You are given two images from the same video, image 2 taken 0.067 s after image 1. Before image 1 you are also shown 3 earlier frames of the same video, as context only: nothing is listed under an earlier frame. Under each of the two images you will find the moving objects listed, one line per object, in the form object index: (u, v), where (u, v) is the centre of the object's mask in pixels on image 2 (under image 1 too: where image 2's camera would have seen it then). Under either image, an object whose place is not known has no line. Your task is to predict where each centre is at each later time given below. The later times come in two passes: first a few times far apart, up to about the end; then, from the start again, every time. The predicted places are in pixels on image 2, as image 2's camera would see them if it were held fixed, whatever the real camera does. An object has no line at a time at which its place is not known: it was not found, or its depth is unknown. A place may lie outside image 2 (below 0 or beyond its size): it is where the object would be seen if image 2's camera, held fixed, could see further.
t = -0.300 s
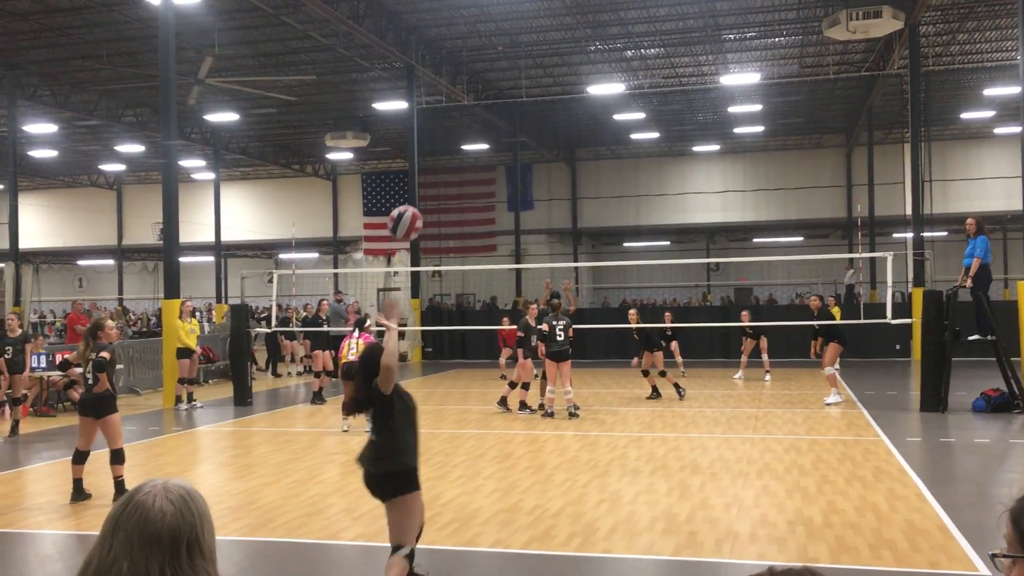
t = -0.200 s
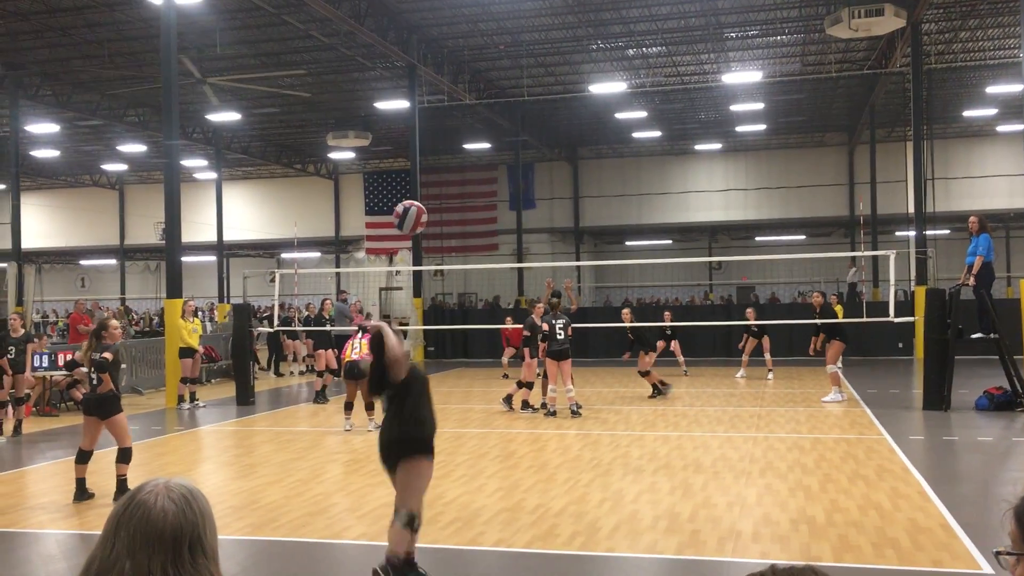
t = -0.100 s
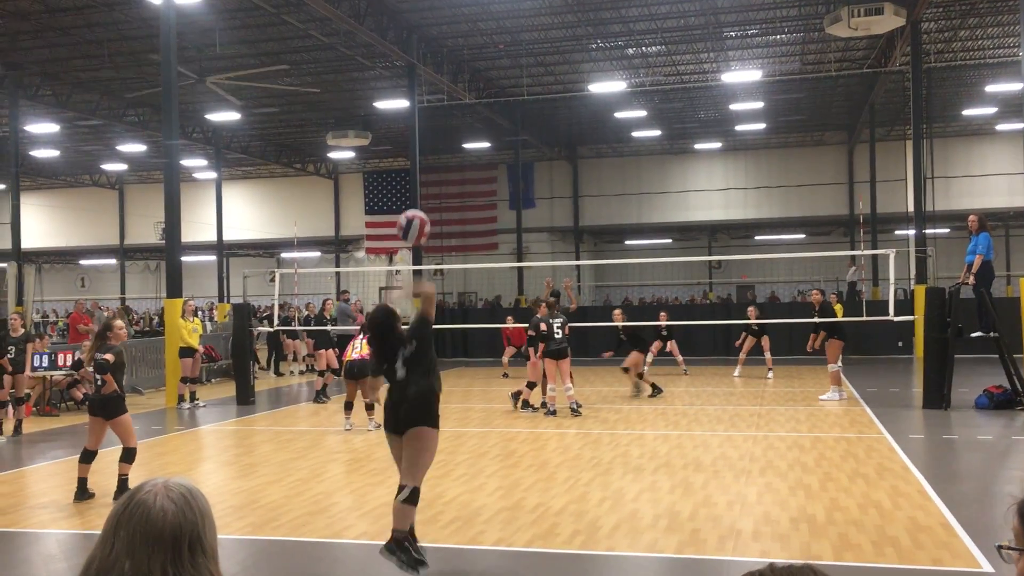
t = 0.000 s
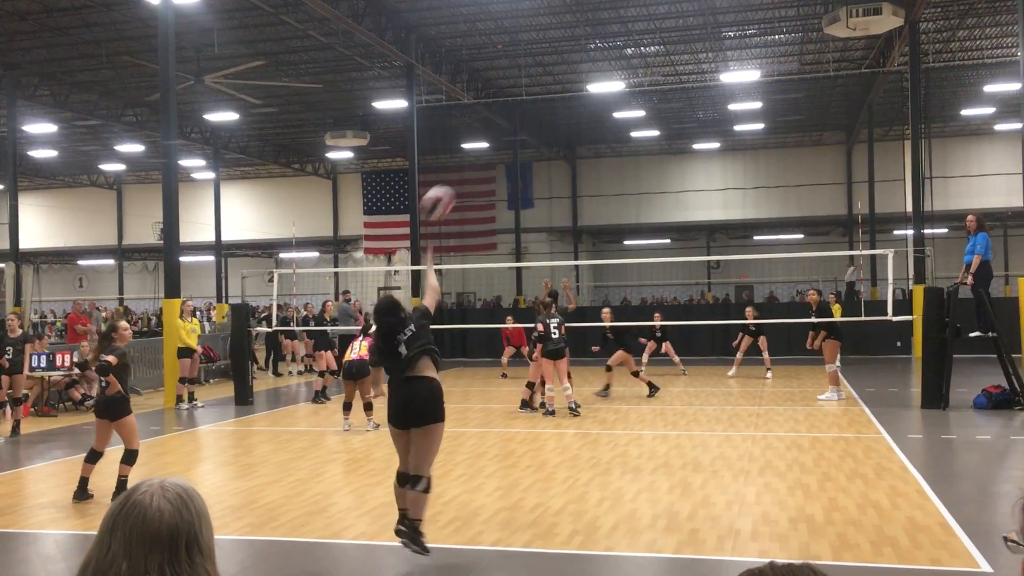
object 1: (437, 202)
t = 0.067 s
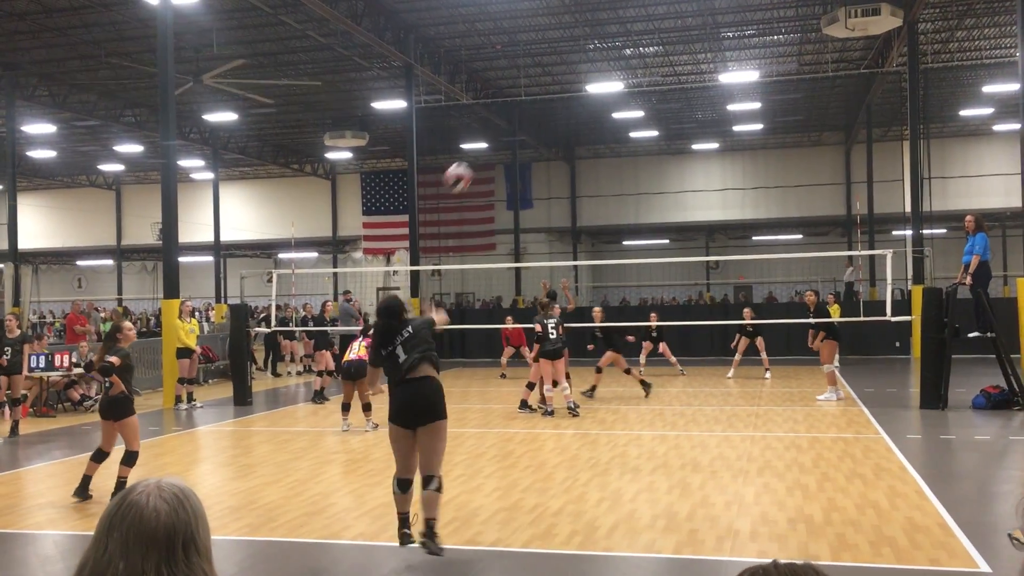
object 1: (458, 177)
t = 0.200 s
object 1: (486, 151)
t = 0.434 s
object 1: (519, 155)
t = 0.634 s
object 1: (542, 188)
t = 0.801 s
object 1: (556, 224)
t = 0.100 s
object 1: (466, 168)
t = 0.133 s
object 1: (473, 161)
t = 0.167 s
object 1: (480, 155)
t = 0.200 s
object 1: (486, 151)
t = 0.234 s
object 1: (492, 147)
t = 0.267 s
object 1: (496, 146)
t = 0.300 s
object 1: (501, 146)
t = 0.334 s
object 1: (506, 146)
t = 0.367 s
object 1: (510, 148)
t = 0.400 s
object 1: (515, 151)
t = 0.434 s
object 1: (519, 155)
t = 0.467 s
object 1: (524, 159)
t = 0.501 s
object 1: (528, 164)
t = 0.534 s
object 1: (531, 170)
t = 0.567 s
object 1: (535, 176)
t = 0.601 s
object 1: (538, 181)
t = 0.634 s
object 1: (542, 188)
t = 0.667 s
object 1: (545, 194)
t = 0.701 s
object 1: (548, 202)
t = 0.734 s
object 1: (551, 209)
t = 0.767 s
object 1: (554, 217)
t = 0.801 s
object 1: (556, 224)
